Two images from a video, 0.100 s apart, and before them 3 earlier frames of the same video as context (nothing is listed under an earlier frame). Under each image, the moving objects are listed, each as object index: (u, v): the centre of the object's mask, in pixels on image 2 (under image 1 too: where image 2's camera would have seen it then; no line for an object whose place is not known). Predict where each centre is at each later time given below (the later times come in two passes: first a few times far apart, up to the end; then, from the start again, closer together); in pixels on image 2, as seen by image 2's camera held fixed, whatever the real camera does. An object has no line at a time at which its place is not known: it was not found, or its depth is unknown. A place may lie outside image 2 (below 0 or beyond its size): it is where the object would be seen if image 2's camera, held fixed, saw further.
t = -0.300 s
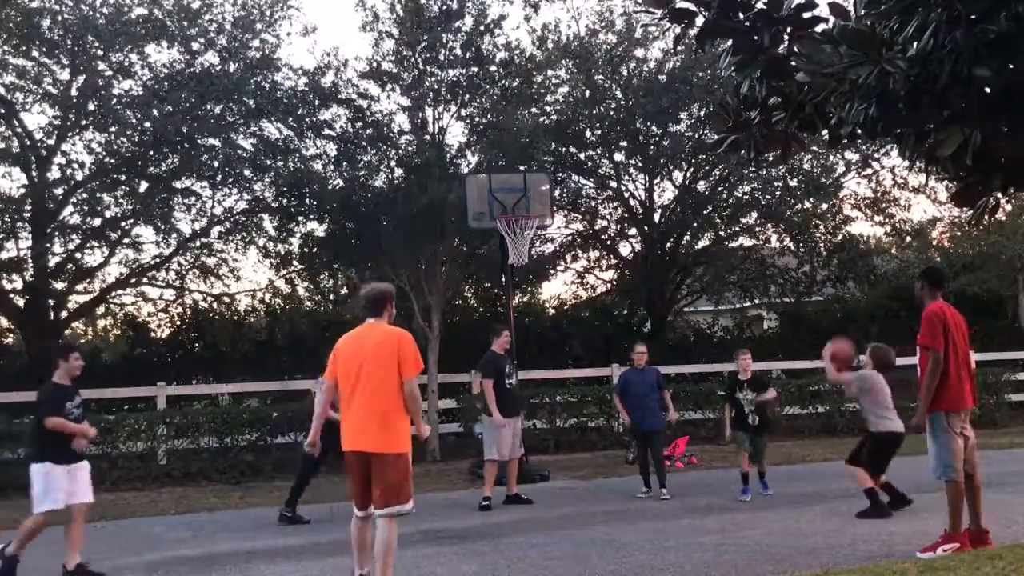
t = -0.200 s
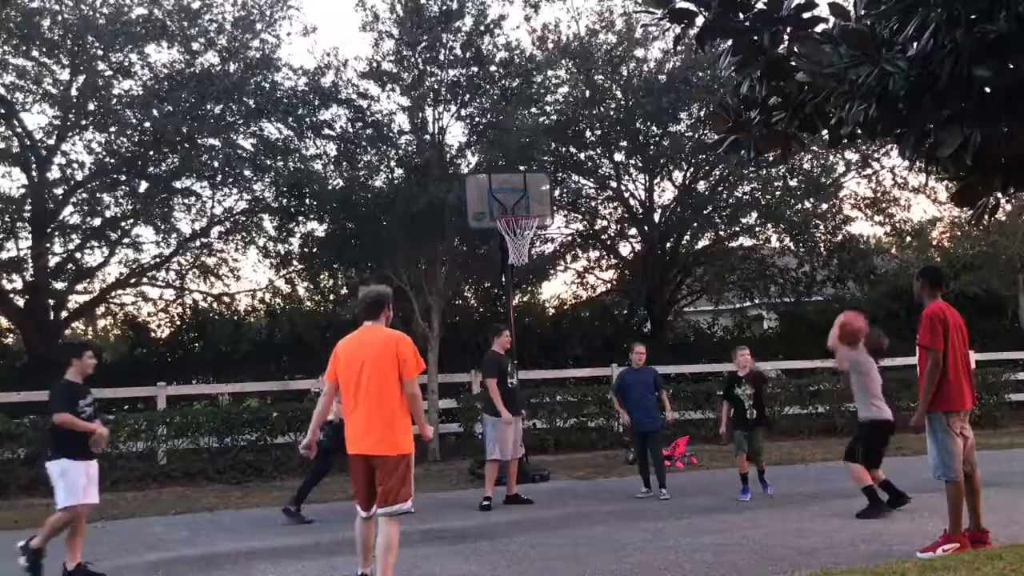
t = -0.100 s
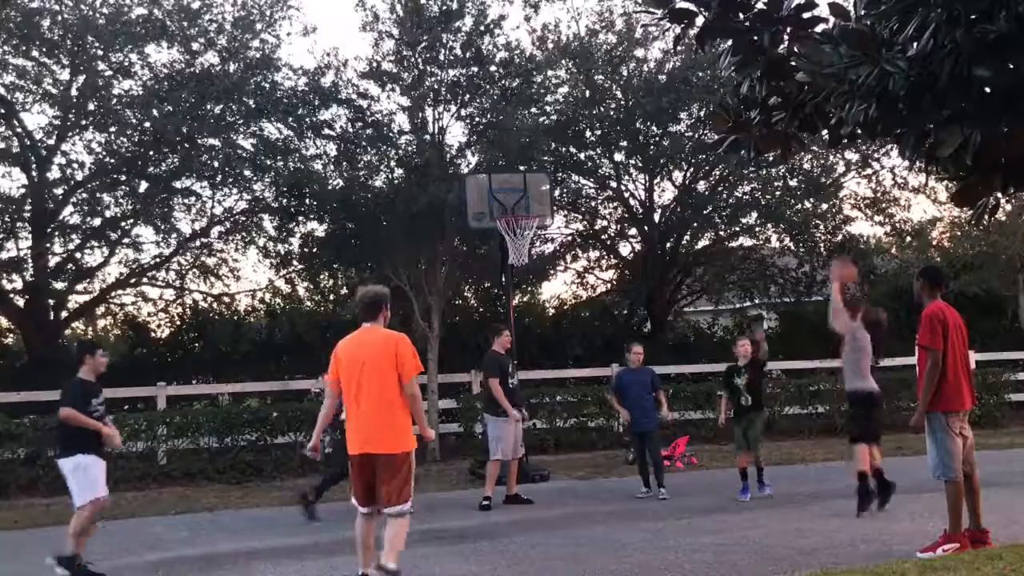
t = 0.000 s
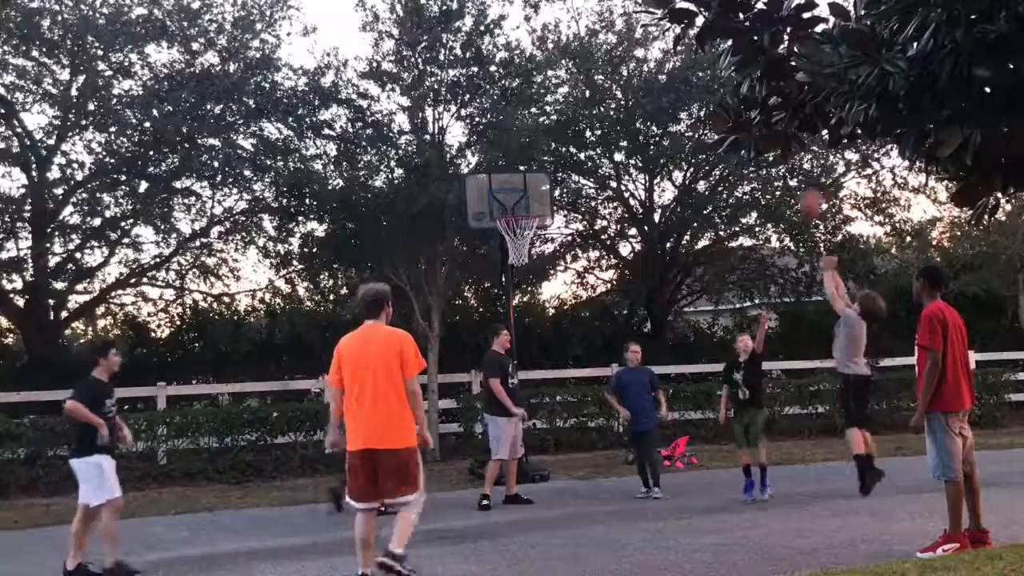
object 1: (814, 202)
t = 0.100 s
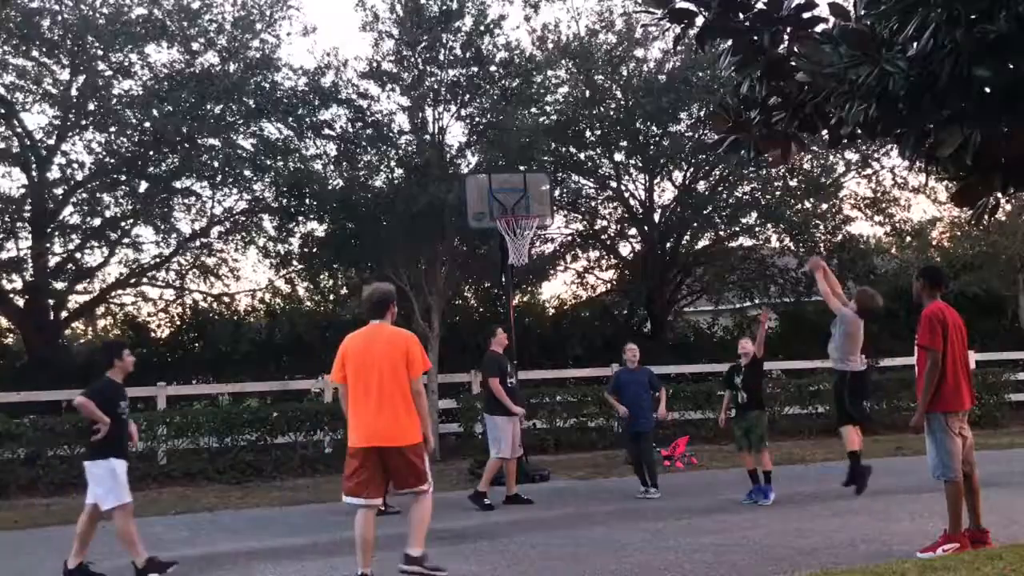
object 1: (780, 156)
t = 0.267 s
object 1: (729, 85)
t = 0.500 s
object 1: (685, 55)
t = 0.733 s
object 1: (640, 74)
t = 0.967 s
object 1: (605, 140)
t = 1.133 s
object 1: (582, 212)
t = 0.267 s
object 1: (729, 85)
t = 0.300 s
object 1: (725, 81)
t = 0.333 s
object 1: (721, 77)
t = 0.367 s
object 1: (709, 64)
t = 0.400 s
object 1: (706, 63)
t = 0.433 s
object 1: (697, 59)
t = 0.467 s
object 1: (690, 55)
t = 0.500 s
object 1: (685, 55)
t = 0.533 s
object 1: (680, 56)
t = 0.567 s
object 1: (669, 56)
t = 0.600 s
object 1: (664, 57)
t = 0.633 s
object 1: (658, 58)
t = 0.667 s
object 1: (653, 63)
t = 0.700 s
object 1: (647, 67)
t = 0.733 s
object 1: (640, 74)
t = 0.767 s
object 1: (636, 80)
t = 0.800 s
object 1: (630, 87)
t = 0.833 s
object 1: (624, 93)
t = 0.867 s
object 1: (618, 106)
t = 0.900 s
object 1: (614, 117)
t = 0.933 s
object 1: (609, 128)
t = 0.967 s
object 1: (605, 140)
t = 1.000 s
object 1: (599, 152)
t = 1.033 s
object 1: (594, 166)
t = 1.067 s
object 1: (590, 180)
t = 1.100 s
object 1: (584, 197)
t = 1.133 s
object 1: (582, 212)
